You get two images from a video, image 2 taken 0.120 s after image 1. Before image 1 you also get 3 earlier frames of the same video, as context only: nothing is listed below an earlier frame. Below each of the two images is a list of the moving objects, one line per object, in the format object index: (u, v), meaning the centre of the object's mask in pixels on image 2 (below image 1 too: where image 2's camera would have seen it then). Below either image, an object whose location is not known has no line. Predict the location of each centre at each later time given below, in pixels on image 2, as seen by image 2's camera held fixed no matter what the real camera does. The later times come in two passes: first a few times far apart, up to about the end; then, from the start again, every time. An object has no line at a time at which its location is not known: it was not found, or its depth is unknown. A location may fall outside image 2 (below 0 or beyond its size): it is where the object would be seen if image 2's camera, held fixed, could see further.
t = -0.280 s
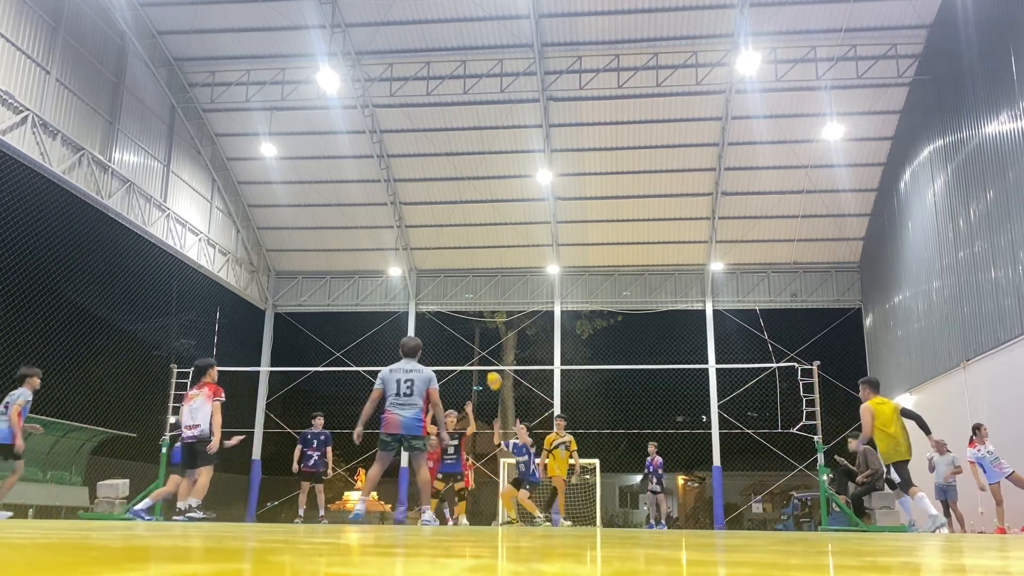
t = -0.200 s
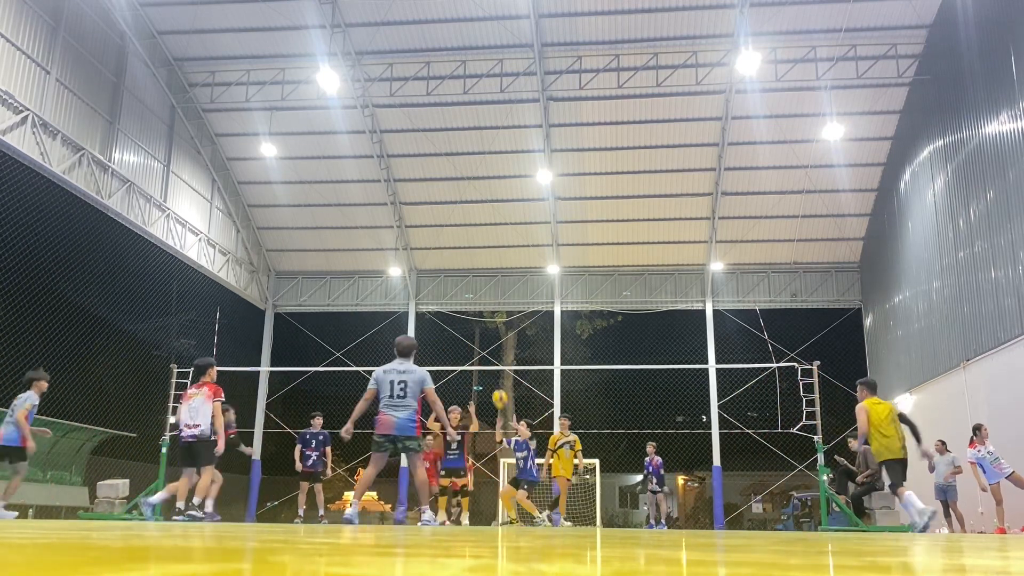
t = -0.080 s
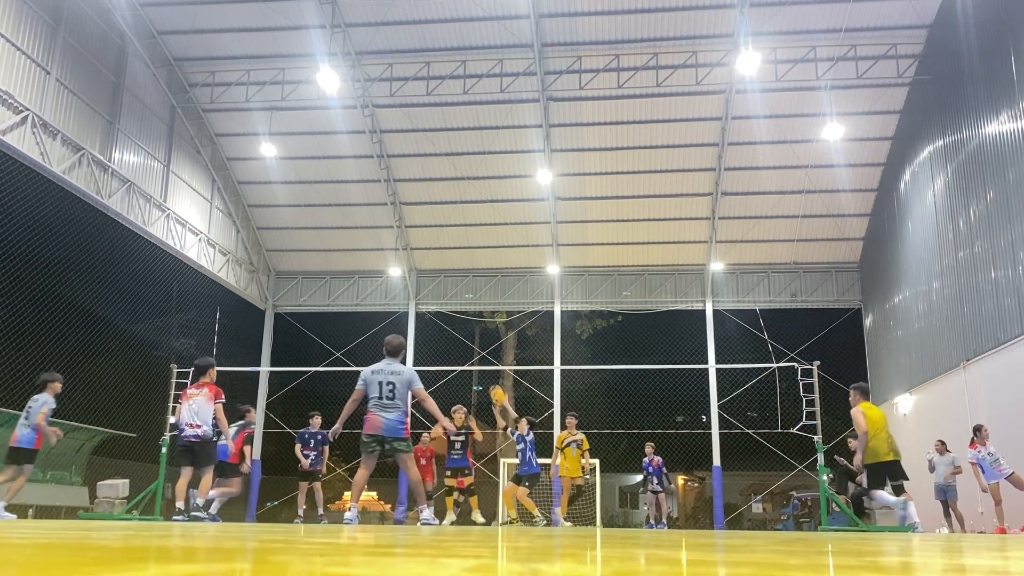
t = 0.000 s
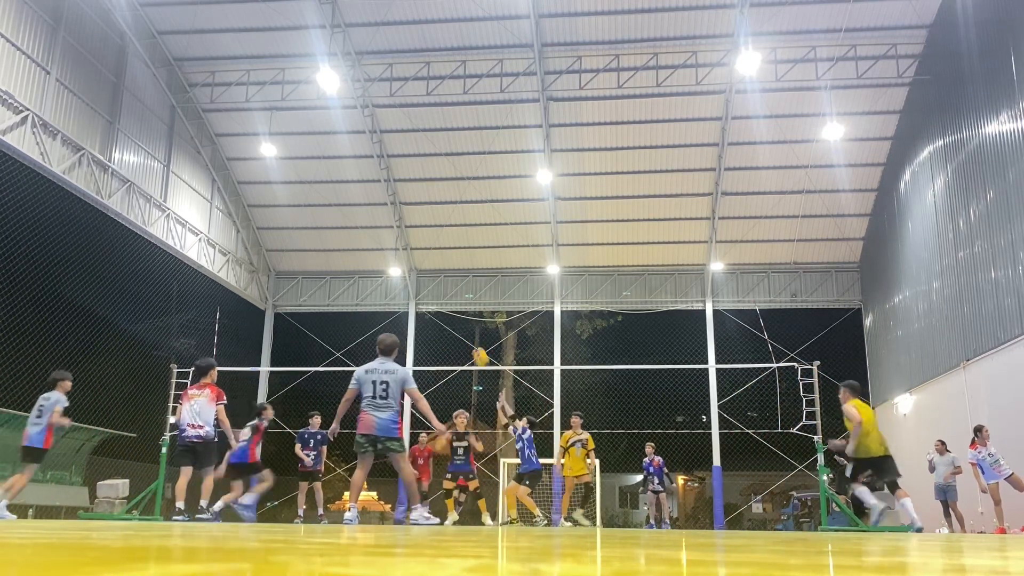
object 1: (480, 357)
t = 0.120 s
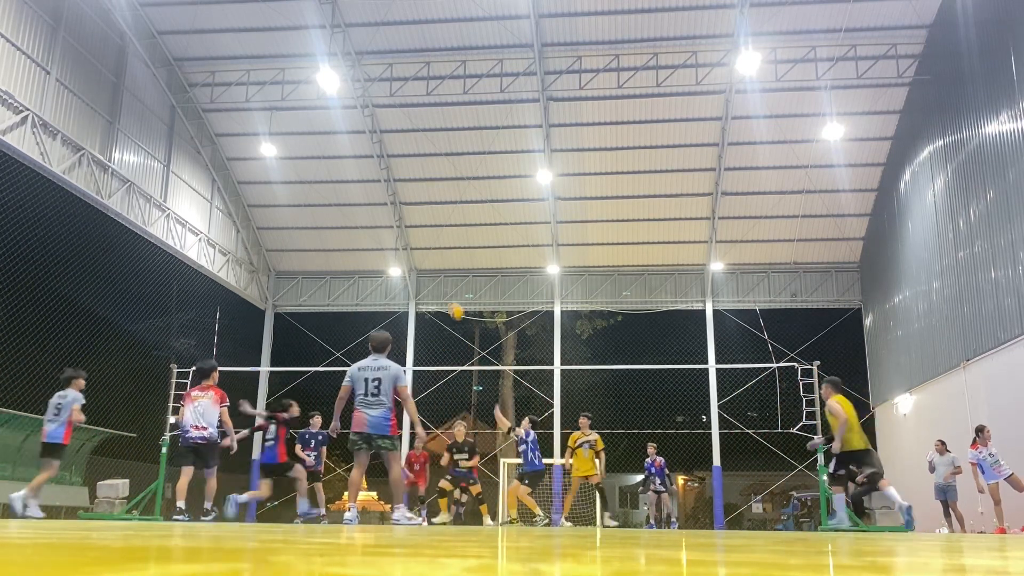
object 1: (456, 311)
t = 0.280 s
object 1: (425, 266)
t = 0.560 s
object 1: (369, 228)
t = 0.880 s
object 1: (307, 243)
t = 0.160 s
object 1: (448, 297)
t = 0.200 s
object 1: (439, 285)
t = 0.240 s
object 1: (432, 275)
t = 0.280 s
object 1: (425, 266)
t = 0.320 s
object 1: (416, 258)
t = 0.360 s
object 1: (407, 249)
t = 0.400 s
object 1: (400, 243)
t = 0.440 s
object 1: (392, 238)
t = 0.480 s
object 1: (384, 233)
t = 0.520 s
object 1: (376, 230)
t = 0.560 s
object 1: (369, 228)
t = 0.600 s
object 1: (360, 227)
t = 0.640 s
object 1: (353, 226)
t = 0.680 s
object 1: (345, 226)
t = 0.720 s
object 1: (338, 227)
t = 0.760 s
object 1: (331, 229)
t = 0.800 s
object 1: (323, 234)
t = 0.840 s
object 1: (315, 238)
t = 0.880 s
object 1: (307, 243)
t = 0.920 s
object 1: (299, 249)
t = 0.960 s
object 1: (291, 255)
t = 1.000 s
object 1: (283, 263)
